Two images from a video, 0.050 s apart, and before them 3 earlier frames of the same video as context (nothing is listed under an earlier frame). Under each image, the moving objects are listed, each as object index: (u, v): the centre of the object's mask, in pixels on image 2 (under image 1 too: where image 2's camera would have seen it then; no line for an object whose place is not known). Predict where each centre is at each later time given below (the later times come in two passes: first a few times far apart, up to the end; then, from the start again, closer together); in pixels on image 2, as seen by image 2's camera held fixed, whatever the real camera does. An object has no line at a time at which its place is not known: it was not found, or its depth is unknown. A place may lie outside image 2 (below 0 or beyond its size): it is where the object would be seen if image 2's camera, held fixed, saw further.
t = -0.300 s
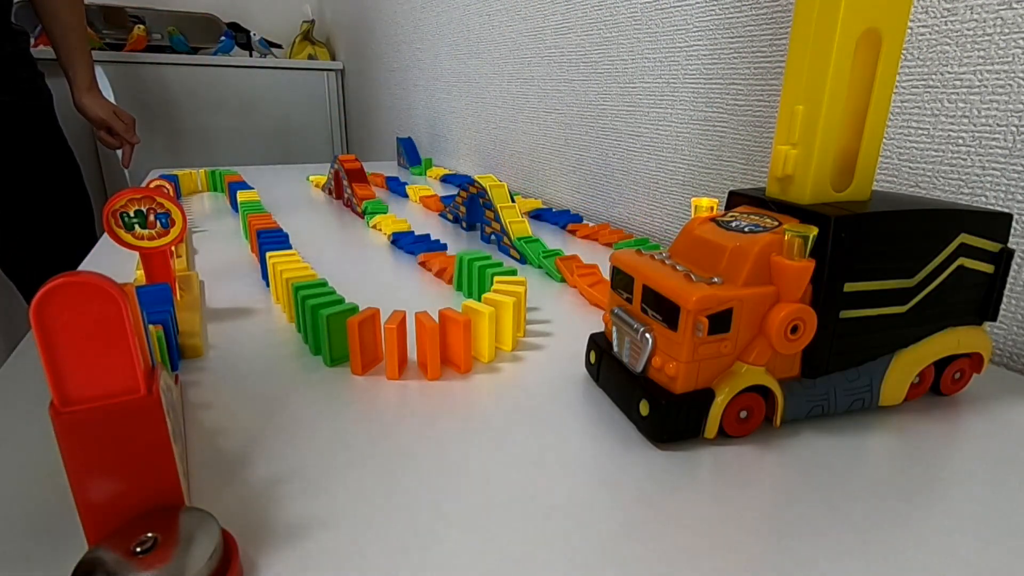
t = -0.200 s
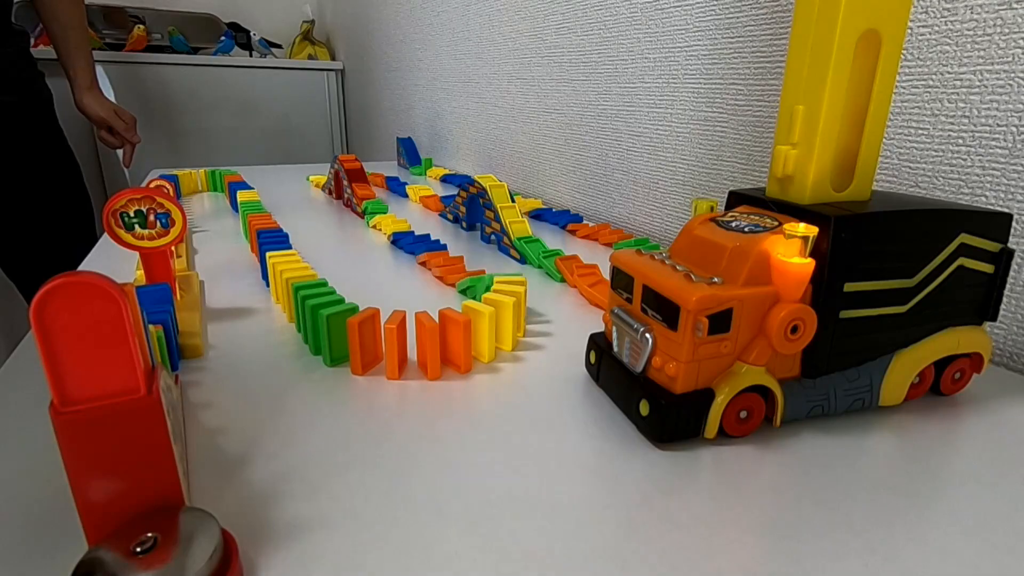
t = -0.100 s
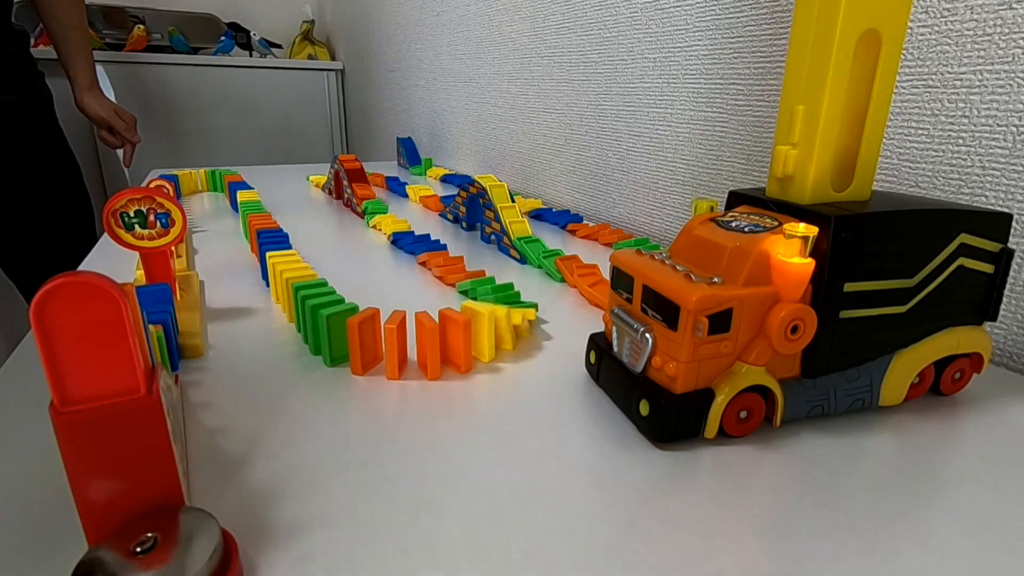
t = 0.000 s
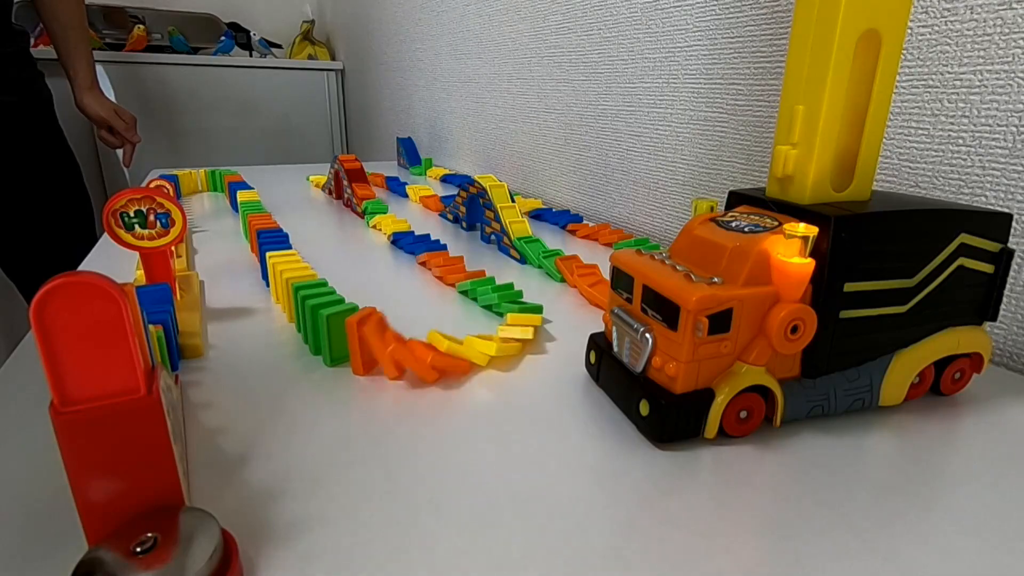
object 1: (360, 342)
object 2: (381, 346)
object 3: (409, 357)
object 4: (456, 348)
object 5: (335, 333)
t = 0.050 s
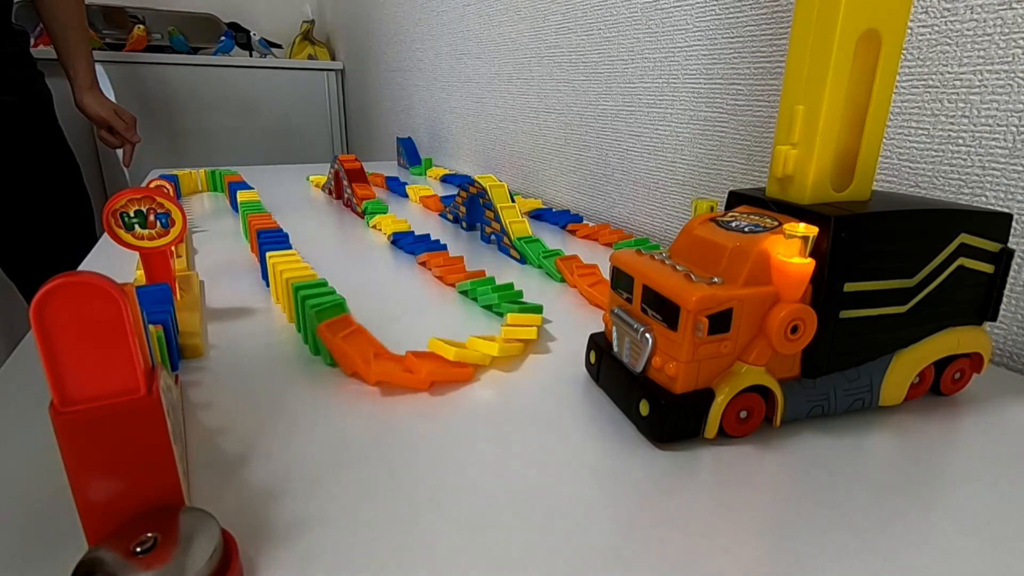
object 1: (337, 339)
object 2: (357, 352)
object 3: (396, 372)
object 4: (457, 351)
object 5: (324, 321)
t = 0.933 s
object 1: (327, 354)
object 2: (345, 361)
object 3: (391, 397)
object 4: (461, 358)
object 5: (300, 339)
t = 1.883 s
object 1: (326, 353)
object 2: (345, 361)
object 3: (391, 397)
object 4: (461, 358)
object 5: (300, 339)
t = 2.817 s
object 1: (326, 353)
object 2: (345, 361)
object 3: (391, 397)
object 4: (461, 358)
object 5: (300, 339)
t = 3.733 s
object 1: (326, 353)
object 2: (345, 361)
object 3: (391, 397)
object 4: (461, 358)
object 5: (300, 339)
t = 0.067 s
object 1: (333, 343)
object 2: (354, 353)
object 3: (393, 374)
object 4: (458, 352)
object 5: (321, 322)
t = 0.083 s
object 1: (328, 345)
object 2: (350, 355)
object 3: (391, 376)
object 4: (459, 354)
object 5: (318, 324)
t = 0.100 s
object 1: (325, 348)
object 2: (348, 357)
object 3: (391, 378)
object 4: (459, 355)
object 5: (315, 322)
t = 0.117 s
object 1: (322, 349)
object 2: (347, 359)
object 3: (392, 381)
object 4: (460, 355)
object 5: (311, 326)
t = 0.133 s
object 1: (318, 346)
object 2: (348, 360)
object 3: (393, 383)
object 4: (460, 356)
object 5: (307, 329)
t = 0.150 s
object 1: (316, 345)
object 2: (347, 360)
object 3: (392, 388)
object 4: (460, 357)
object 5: (305, 331)
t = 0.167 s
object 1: (316, 346)
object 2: (348, 362)
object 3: (391, 393)
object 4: (461, 357)
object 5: (302, 332)
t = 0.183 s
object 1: (316, 346)
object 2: (349, 363)
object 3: (390, 395)
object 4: (460, 358)
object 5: (301, 333)
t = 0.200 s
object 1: (316, 346)
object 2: (349, 364)
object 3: (390, 396)
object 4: (460, 358)
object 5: (301, 333)
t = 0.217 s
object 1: (317, 346)
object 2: (350, 365)
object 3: (390, 397)
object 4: (460, 358)
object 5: (300, 333)
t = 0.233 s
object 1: (318, 349)
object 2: (351, 366)
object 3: (390, 397)
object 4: (460, 358)
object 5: (300, 333)
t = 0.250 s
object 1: (320, 349)
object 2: (352, 366)
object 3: (390, 397)
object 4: (460, 358)
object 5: (300, 336)
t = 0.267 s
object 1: (320, 348)
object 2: (353, 367)
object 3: (390, 397)
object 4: (460, 358)
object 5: (300, 338)
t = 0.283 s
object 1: (321, 348)
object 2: (353, 367)
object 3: (391, 397)
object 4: (460, 358)
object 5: (299, 337)
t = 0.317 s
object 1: (322, 348)
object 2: (353, 367)
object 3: (390, 397)
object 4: (460, 358)
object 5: (300, 338)
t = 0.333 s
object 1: (322, 349)
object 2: (353, 367)
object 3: (390, 397)
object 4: (460, 358)
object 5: (300, 338)
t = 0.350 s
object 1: (323, 349)
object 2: (353, 368)
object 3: (390, 397)
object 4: (460, 358)
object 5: (300, 338)
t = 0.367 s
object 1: (324, 349)
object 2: (353, 368)
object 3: (390, 397)
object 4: (460, 358)
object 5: (300, 338)
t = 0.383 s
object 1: (324, 350)
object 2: (354, 368)
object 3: (390, 397)
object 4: (460, 358)
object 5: (300, 339)
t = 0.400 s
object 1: (325, 351)
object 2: (345, 361)
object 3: (390, 397)
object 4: (460, 358)
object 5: (300, 339)
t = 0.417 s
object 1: (325, 351)
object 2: (345, 361)
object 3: (391, 397)
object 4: (460, 358)
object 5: (300, 339)
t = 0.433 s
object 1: (326, 352)
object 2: (345, 361)
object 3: (390, 397)
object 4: (460, 358)
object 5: (300, 339)
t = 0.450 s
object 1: (326, 352)
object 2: (345, 361)
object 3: (390, 397)
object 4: (460, 358)
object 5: (300, 339)
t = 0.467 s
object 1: (326, 352)
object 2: (345, 361)
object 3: (390, 397)
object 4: (460, 358)
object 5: (300, 339)
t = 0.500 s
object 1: (326, 352)
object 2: (345, 361)
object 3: (390, 397)
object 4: (460, 358)
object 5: (300, 339)
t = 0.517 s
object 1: (326, 352)
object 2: (345, 361)
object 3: (390, 397)
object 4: (461, 358)
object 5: (300, 339)
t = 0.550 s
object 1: (326, 352)
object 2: (345, 361)
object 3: (390, 397)
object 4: (461, 358)
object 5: (300, 339)
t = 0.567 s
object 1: (326, 353)
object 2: (345, 361)
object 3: (391, 397)
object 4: (461, 358)
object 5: (300, 339)
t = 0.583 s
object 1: (326, 353)
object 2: (345, 361)
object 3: (391, 397)
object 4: (461, 358)
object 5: (300, 339)
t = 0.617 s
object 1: (326, 353)
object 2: (345, 361)
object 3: (391, 397)
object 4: (461, 358)
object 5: (300, 339)
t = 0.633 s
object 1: (326, 353)
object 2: (345, 361)
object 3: (391, 397)
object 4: (461, 358)
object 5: (300, 339)
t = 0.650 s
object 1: (326, 353)
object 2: (345, 361)
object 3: (391, 397)
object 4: (461, 358)
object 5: (300, 339)
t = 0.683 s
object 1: (327, 353)
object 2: (345, 361)
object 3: (391, 397)
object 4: (461, 358)
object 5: (300, 339)
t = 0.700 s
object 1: (327, 353)
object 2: (345, 361)
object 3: (391, 397)
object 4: (461, 358)
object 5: (300, 339)
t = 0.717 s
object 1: (327, 353)
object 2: (345, 361)
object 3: (391, 397)
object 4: (461, 358)
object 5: (300, 339)
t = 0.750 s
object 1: (327, 353)
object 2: (345, 361)
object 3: (391, 397)
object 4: (461, 358)
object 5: (300, 339)
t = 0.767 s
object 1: (327, 353)
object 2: (345, 361)
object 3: (391, 397)
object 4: (461, 358)
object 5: (300, 339)
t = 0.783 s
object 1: (327, 354)
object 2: (345, 361)
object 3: (391, 397)
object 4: (461, 358)
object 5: (300, 339)
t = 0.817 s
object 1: (327, 354)
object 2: (345, 361)
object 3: (391, 397)
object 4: (461, 358)
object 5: (300, 339)
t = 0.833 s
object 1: (327, 354)
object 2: (345, 361)
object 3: (391, 397)
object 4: (461, 358)
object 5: (300, 339)
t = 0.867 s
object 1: (327, 354)
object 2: (345, 361)
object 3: (391, 397)
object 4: (461, 358)
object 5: (300, 339)
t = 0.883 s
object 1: (327, 354)
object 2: (345, 361)
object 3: (391, 397)
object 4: (461, 358)
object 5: (300, 339)
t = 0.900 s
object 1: (327, 354)
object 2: (345, 361)
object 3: (391, 397)
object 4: (461, 358)
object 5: (300, 339)
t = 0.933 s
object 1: (327, 354)
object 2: (345, 361)
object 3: (391, 397)
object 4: (461, 358)
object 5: (300, 339)
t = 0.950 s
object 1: (327, 354)
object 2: (345, 361)
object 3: (391, 397)
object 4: (461, 358)
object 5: (300, 339)
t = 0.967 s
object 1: (327, 354)
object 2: (345, 361)
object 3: (391, 397)
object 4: (461, 358)
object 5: (300, 339)
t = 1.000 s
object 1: (327, 354)
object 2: (345, 361)
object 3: (391, 397)
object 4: (461, 358)
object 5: (300, 339)
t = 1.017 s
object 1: (327, 354)
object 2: (345, 361)
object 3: (391, 397)
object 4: (461, 358)
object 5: (300, 339)
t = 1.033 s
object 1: (327, 354)
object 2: (345, 361)
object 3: (391, 397)
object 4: (461, 358)
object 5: (300, 339)
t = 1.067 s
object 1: (327, 354)
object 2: (345, 361)
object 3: (391, 397)
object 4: (461, 358)
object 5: (300, 339)
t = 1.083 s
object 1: (327, 354)
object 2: (345, 361)
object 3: (391, 397)
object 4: (461, 358)
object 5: (300, 339)
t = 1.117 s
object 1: (327, 354)
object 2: (345, 361)
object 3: (391, 397)
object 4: (461, 358)
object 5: (300, 339)
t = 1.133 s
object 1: (327, 354)
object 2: (345, 361)
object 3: (391, 397)
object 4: (461, 358)
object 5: (300, 339)
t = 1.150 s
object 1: (327, 354)
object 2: (345, 361)
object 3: (391, 397)
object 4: (461, 358)
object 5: (300, 339)
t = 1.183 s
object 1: (327, 354)
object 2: (345, 361)
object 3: (391, 397)
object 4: (461, 358)
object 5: (300, 339)
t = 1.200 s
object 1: (327, 354)
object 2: (345, 361)
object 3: (391, 397)
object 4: (461, 358)
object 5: (300, 339)
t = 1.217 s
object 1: (327, 354)
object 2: (345, 361)
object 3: (391, 397)
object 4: (461, 358)
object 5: (300, 339)
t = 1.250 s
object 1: (327, 354)
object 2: (345, 361)
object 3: (391, 397)
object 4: (461, 358)
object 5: (300, 339)
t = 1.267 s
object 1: (327, 354)
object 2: (345, 361)
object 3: (391, 397)
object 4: (461, 358)
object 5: (300, 339)
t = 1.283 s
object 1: (327, 354)
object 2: (345, 361)
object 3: (391, 397)
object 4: (461, 358)
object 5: (300, 339)
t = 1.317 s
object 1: (327, 353)
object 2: (345, 361)
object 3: (391, 397)
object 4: (461, 358)
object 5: (300, 339)
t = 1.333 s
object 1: (327, 353)
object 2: (345, 361)
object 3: (391, 397)
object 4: (461, 358)
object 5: (300, 339)
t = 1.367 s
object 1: (327, 353)
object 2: (345, 361)
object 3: (391, 397)
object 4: (461, 358)
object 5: (300, 339)
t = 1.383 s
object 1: (326, 353)
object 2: (345, 361)
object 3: (391, 397)
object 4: (461, 358)
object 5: (300, 339)
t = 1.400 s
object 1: (327, 353)
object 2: (345, 361)
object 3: (391, 397)
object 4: (461, 358)
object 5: (300, 339)
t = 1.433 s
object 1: (326, 353)
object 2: (345, 361)
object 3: (391, 397)
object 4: (461, 358)
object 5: (300, 339)
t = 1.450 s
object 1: (326, 353)
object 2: (345, 361)
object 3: (391, 397)
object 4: (461, 358)
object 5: (300, 339)
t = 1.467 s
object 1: (326, 353)
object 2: (345, 361)
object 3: (391, 397)
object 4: (461, 358)
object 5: (300, 339)
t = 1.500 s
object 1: (326, 353)
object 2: (345, 361)
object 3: (391, 397)
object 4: (461, 358)
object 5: (300, 339)
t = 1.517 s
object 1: (326, 353)
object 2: (345, 361)
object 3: (391, 397)
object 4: (461, 358)
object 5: (300, 339)
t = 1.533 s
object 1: (326, 353)
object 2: (345, 361)
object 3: (391, 397)
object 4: (461, 358)
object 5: (300, 339)
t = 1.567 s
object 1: (326, 353)
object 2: (345, 361)
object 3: (391, 397)
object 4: (461, 358)
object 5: (300, 339)
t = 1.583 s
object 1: (326, 353)
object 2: (345, 361)
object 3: (391, 397)
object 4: (461, 358)
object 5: (300, 339)
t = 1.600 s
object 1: (326, 353)
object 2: (345, 361)
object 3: (391, 397)
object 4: (461, 358)
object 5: (300, 339)
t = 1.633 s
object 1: (326, 353)
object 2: (345, 361)
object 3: (391, 397)
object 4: (461, 358)
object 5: (300, 339)
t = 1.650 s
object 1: (326, 353)
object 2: (345, 361)
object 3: (391, 397)
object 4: (461, 358)
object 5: (300, 339)
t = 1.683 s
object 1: (326, 353)
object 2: (345, 361)
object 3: (391, 397)
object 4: (461, 358)
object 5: (300, 339)
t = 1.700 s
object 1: (326, 353)
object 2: (345, 361)
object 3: (391, 397)
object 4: (461, 358)
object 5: (300, 339)
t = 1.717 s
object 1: (326, 353)
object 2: (345, 361)
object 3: (391, 397)
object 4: (461, 358)
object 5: (300, 339)
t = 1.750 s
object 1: (326, 353)
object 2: (345, 361)
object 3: (391, 397)
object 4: (461, 358)
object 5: (300, 339)
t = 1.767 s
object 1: (326, 353)
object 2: (345, 361)
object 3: (391, 397)
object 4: (461, 358)
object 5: (300, 339)
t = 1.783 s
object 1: (326, 353)
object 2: (345, 361)
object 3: (391, 397)
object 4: (461, 358)
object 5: (300, 339)
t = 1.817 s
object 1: (326, 353)
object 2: (345, 361)
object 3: (391, 397)
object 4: (461, 358)
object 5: (300, 339)
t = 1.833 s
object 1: (326, 353)
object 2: (345, 361)
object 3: (391, 397)
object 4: (461, 358)
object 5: (300, 339)
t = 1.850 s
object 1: (326, 353)
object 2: (345, 361)
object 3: (391, 397)
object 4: (461, 358)
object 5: (300, 339)
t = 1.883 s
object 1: (326, 353)
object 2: (345, 361)
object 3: (391, 397)
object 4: (461, 358)
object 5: (300, 339)
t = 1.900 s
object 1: (326, 353)
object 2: (345, 361)
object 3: (391, 397)
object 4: (461, 358)
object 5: (300, 339)
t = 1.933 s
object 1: (326, 353)
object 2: (345, 361)
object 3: (391, 397)
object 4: (461, 358)
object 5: (300, 339)
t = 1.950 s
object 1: (326, 353)
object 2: (345, 361)
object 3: (391, 397)
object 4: (461, 358)
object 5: (300, 339)
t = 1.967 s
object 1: (326, 353)
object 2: (345, 361)
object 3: (391, 397)
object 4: (461, 358)
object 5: (300, 339)
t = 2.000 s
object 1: (326, 353)
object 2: (345, 361)
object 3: (391, 397)
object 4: (461, 358)
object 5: (300, 339)
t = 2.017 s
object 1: (326, 353)
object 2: (345, 361)
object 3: (391, 397)
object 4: (461, 358)
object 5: (300, 339)
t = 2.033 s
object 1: (326, 353)
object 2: (345, 361)
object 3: (391, 397)
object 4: (461, 358)
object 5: (300, 339)
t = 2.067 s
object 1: (326, 353)
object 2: (345, 361)
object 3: (391, 397)
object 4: (461, 358)
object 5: (300, 339)
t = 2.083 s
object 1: (326, 353)
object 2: (345, 361)
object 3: (391, 397)
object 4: (461, 358)
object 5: (300, 339)
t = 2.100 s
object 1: (326, 353)
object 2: (345, 361)
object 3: (391, 397)
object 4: (461, 358)
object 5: (300, 339)
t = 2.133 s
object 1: (326, 353)
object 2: (345, 361)
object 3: (391, 397)
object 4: (461, 358)
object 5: (300, 339)
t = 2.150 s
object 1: (326, 353)
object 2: (345, 361)
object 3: (391, 397)
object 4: (461, 358)
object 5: (300, 339)
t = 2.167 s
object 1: (326, 353)
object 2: (345, 361)
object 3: (391, 397)
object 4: (461, 358)
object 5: (300, 339)
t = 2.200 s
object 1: (326, 353)
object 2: (345, 361)
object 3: (391, 397)
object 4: (461, 358)
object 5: (300, 339)
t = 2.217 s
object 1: (326, 353)
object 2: (345, 361)
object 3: (391, 397)
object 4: (461, 358)
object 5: (300, 339)
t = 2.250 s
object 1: (326, 353)
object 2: (345, 361)
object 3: (391, 397)
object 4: (461, 358)
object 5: (300, 339)
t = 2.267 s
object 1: (326, 353)
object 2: (345, 361)
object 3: (391, 397)
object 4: (461, 358)
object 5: (300, 339)
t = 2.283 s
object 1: (326, 353)
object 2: (345, 361)
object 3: (391, 397)
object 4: (461, 358)
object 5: (300, 339)
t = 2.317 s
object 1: (326, 353)
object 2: (345, 361)
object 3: (391, 397)
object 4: (461, 358)
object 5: (300, 339)
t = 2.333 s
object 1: (326, 353)
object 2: (345, 361)
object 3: (391, 397)
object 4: (461, 358)
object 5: (300, 339)
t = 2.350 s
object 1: (326, 353)
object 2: (345, 361)
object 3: (391, 397)
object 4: (461, 358)
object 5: (300, 339)
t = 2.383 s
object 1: (326, 353)
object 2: (345, 361)
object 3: (391, 397)
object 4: (461, 358)
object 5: (300, 339)
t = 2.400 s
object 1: (326, 353)
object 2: (345, 361)
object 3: (391, 397)
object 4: (461, 358)
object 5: (300, 339)
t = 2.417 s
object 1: (326, 353)
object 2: (345, 361)
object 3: (391, 397)
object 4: (461, 358)
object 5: (300, 339)
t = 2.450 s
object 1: (326, 353)
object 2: (345, 361)
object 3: (391, 397)
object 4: (461, 358)
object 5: (300, 339)
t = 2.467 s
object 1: (326, 353)
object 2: (345, 361)
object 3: (391, 397)
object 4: (461, 358)
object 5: (300, 339)
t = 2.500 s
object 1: (326, 353)
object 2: (345, 361)
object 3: (391, 397)
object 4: (461, 358)
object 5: (300, 339)
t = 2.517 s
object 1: (326, 353)
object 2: (345, 361)
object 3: (391, 397)
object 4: (461, 358)
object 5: (300, 339)
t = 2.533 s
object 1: (326, 353)
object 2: (345, 361)
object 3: (391, 397)
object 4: (461, 358)
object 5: (300, 339)
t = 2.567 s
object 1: (326, 353)
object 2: (345, 361)
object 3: (391, 397)
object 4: (461, 358)
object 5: (300, 339)
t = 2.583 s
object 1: (326, 353)
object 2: (345, 361)
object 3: (391, 397)
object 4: (461, 358)
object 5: (300, 339)
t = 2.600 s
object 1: (326, 353)
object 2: (345, 361)
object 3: (391, 397)
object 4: (461, 358)
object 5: (300, 339)
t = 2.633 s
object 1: (326, 353)
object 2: (345, 361)
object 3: (391, 397)
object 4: (461, 358)
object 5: (300, 339)
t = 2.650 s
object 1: (326, 353)
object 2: (345, 361)
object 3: (391, 397)
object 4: (461, 358)
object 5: (300, 339)
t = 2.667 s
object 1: (326, 353)
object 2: (345, 361)
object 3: (391, 397)
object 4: (461, 358)
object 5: (300, 339)
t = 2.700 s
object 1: (326, 353)
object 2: (345, 361)
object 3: (391, 397)
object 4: (461, 358)
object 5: (300, 339)
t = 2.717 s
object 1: (326, 353)
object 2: (345, 361)
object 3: (391, 397)
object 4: (461, 358)
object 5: (300, 339)
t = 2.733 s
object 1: (326, 353)
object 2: (345, 361)
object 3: (391, 397)
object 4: (461, 358)
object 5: (300, 339)
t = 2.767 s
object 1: (326, 353)
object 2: (345, 361)
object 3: (391, 397)
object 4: (461, 358)
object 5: (300, 339)
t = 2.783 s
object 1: (326, 353)
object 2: (345, 361)
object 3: (391, 397)
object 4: (461, 358)
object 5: (300, 339)
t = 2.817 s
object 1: (326, 353)
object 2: (345, 361)
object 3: (391, 397)
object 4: (461, 358)
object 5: (300, 339)
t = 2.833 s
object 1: (326, 353)
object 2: (345, 361)
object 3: (391, 397)
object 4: (461, 358)
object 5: (300, 339)
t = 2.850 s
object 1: (326, 353)
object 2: (345, 361)
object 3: (391, 397)
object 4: (461, 358)
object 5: (300, 339)
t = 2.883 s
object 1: (326, 353)
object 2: (345, 361)
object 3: (391, 397)
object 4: (461, 358)
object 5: (300, 339)
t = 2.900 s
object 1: (326, 353)
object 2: (345, 361)
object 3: (391, 397)
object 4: (461, 358)
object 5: (300, 339)
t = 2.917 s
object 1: (326, 353)
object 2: (345, 361)
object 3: (391, 397)
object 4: (461, 358)
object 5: (300, 339)
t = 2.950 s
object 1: (326, 353)
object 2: (345, 361)
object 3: (391, 397)
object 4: (461, 358)
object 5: (300, 339)
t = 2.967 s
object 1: (326, 353)
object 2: (345, 361)
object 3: (391, 397)
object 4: (461, 358)
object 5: (300, 339)
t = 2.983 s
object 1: (326, 353)
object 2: (345, 361)
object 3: (391, 397)
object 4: (461, 358)
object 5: (300, 339)
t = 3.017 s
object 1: (326, 353)
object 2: (345, 361)
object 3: (391, 397)
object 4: (461, 358)
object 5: (300, 339)
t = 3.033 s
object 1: (326, 353)
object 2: (345, 361)
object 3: (391, 397)
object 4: (461, 358)
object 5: (300, 339)
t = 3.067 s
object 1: (326, 353)
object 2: (345, 361)
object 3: (391, 397)
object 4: (461, 358)
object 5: (300, 339)
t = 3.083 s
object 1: (326, 353)
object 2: (345, 361)
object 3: (391, 397)
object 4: (461, 358)
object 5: (300, 339)
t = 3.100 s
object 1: (326, 353)
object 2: (345, 361)
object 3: (391, 397)
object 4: (461, 358)
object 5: (300, 339)
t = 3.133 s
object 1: (326, 353)
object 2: (345, 361)
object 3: (391, 397)
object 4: (461, 358)
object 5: (300, 339)
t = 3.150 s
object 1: (326, 353)
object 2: (345, 361)
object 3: (391, 397)
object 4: (461, 358)
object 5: (300, 339)
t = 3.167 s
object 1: (326, 353)
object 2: (345, 361)
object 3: (391, 397)
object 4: (461, 358)
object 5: (300, 339)
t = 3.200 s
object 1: (326, 353)
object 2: (345, 361)
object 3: (391, 397)
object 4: (461, 358)
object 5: (300, 339)
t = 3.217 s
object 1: (326, 353)
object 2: (345, 361)
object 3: (391, 397)
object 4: (461, 358)
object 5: (300, 339)
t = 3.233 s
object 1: (326, 353)
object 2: (345, 361)
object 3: (391, 397)
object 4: (461, 358)
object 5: (300, 339)
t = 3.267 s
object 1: (326, 353)
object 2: (345, 361)
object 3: (391, 397)
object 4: (461, 358)
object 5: (300, 339)
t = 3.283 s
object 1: (326, 353)
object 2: (345, 361)
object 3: (391, 397)
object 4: (461, 358)
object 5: (300, 339)
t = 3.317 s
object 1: (326, 353)
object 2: (345, 361)
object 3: (391, 397)
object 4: (461, 358)
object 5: (300, 339)
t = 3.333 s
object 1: (326, 353)
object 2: (345, 361)
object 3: (391, 397)
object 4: (461, 358)
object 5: (300, 339)
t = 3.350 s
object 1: (326, 353)
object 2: (345, 361)
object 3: (391, 397)
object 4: (461, 358)
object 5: (300, 339)
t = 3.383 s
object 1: (326, 353)
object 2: (345, 361)
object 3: (391, 397)
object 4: (461, 358)
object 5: (300, 339)
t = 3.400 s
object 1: (326, 353)
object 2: (345, 361)
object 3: (391, 397)
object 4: (461, 358)
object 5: (300, 339)
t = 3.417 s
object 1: (326, 353)
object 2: (345, 361)
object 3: (391, 397)
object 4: (461, 358)
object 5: (300, 339)
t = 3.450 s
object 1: (326, 353)
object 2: (345, 361)
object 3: (391, 397)
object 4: (461, 358)
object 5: (300, 339)
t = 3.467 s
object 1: (326, 353)
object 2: (345, 361)
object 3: (391, 397)
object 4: (461, 358)
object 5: (300, 339)
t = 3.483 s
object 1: (326, 353)
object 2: (345, 361)
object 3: (391, 397)
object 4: (461, 358)
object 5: (300, 339)
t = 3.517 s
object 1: (326, 353)
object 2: (345, 361)
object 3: (391, 397)
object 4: (461, 358)
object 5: (300, 339)
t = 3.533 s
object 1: (326, 353)
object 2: (345, 361)
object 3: (391, 397)
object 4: (461, 358)
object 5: (300, 339)
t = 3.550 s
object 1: (326, 353)
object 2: (345, 361)
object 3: (391, 397)
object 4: (461, 358)
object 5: (300, 339)
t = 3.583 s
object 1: (326, 353)
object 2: (345, 361)
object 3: (391, 397)
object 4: (461, 358)
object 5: (300, 339)
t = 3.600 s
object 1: (326, 353)
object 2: (345, 361)
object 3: (391, 397)
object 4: (461, 358)
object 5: (300, 339)
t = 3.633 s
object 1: (326, 353)
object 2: (345, 361)
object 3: (391, 397)
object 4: (461, 358)
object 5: (300, 339)
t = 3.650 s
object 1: (326, 353)
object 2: (345, 361)
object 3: (391, 397)
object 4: (461, 358)
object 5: (300, 339)
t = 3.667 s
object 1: (326, 353)
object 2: (345, 361)
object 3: (391, 397)
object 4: (461, 358)
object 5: (300, 339)
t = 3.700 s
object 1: (326, 353)
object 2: (345, 361)
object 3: (391, 397)
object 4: (461, 358)
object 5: (300, 339)
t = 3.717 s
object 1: (326, 353)
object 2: (345, 361)
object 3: (391, 397)
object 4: (461, 358)
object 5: (300, 339)
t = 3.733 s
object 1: (326, 353)
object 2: (345, 361)
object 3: (391, 397)
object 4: (461, 358)
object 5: (300, 339)
